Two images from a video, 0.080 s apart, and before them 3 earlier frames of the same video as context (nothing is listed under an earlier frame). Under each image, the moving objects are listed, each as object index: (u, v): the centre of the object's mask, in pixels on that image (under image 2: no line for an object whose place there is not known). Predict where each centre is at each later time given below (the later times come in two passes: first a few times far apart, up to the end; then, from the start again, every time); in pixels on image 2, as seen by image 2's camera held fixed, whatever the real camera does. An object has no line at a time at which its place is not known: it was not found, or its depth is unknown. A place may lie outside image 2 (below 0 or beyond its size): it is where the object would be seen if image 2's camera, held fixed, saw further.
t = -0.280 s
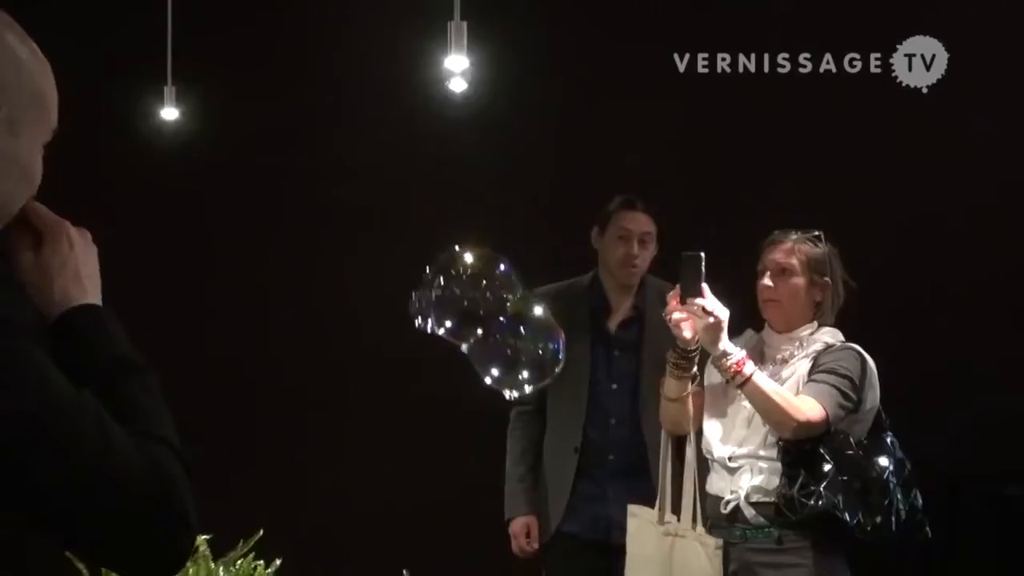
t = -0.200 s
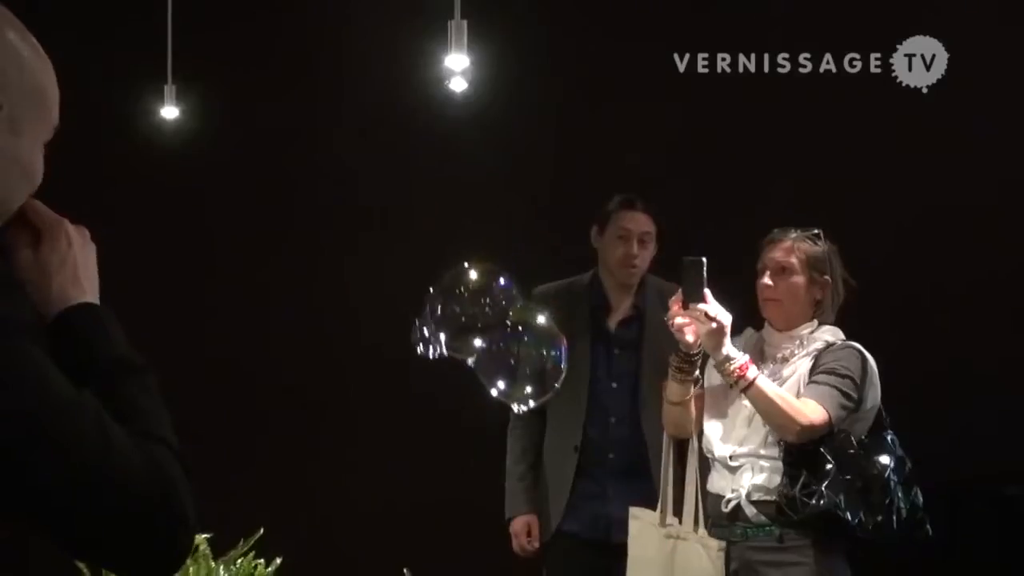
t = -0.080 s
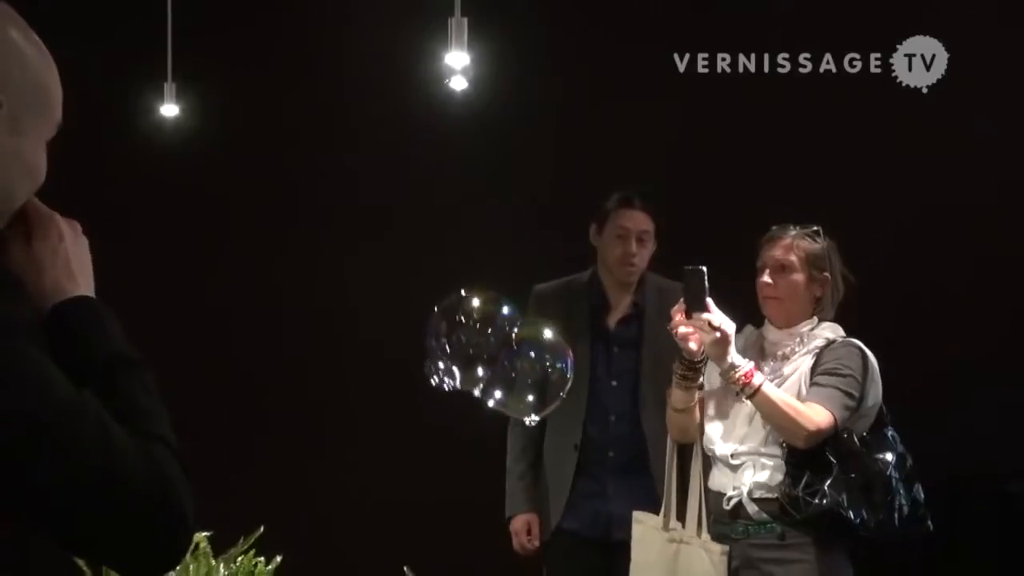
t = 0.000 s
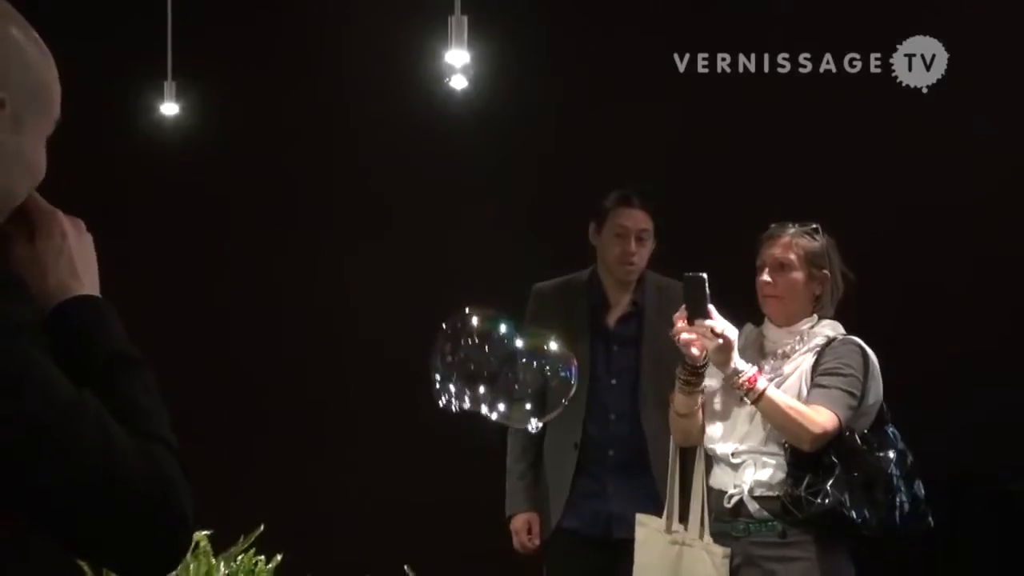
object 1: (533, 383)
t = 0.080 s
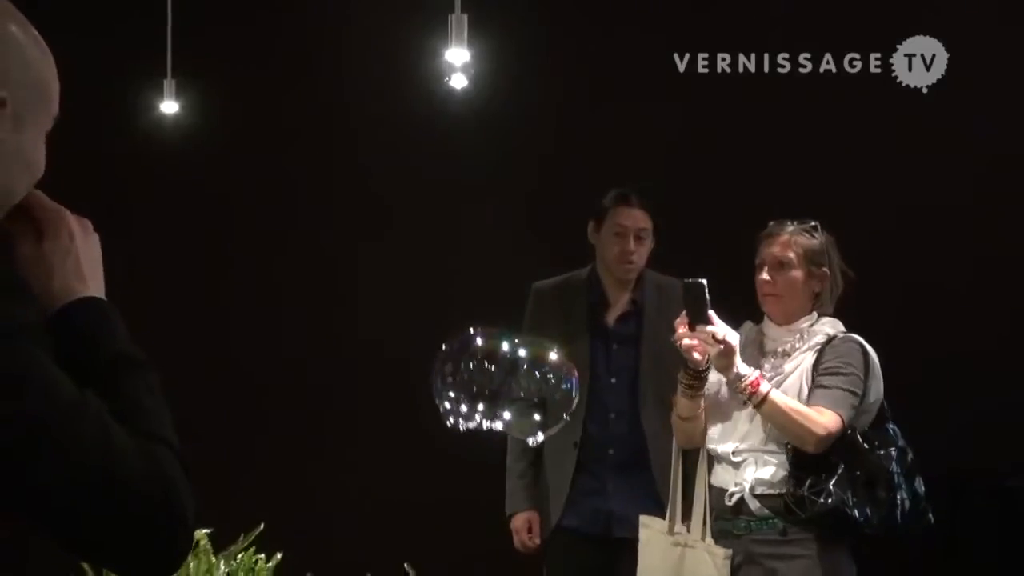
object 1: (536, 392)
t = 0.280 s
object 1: (544, 421)
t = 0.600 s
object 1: (547, 488)
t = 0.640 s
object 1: (547, 500)
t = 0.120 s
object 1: (541, 397)
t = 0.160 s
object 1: (542, 403)
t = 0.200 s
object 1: (544, 409)
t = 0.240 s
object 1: (545, 415)
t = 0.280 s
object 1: (544, 421)
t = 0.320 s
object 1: (544, 428)
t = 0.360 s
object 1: (546, 435)
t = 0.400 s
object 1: (546, 441)
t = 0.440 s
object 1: (545, 450)
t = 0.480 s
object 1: (545, 459)
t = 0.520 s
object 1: (546, 469)
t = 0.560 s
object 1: (547, 477)
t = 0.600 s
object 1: (547, 488)
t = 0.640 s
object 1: (547, 500)
